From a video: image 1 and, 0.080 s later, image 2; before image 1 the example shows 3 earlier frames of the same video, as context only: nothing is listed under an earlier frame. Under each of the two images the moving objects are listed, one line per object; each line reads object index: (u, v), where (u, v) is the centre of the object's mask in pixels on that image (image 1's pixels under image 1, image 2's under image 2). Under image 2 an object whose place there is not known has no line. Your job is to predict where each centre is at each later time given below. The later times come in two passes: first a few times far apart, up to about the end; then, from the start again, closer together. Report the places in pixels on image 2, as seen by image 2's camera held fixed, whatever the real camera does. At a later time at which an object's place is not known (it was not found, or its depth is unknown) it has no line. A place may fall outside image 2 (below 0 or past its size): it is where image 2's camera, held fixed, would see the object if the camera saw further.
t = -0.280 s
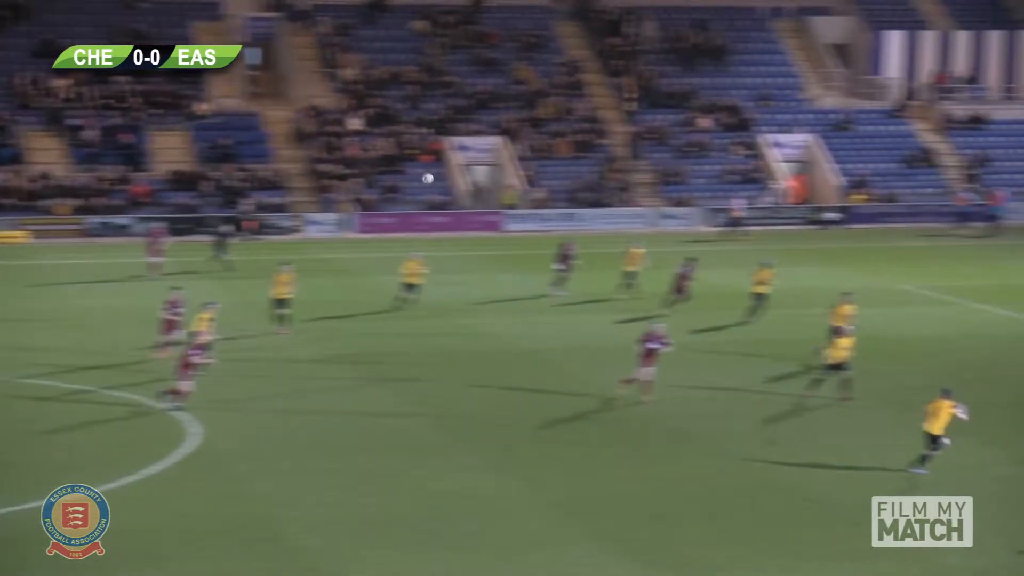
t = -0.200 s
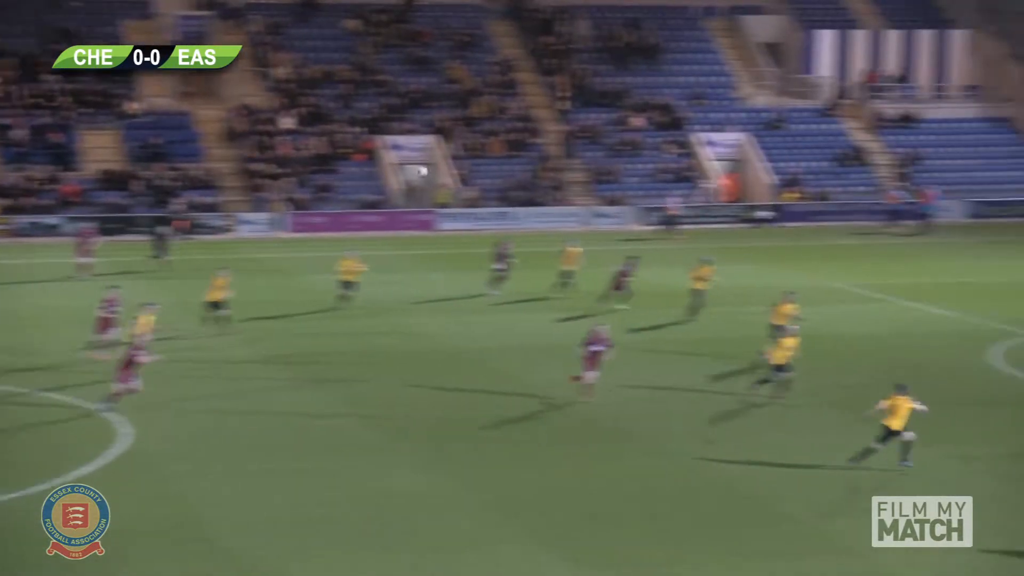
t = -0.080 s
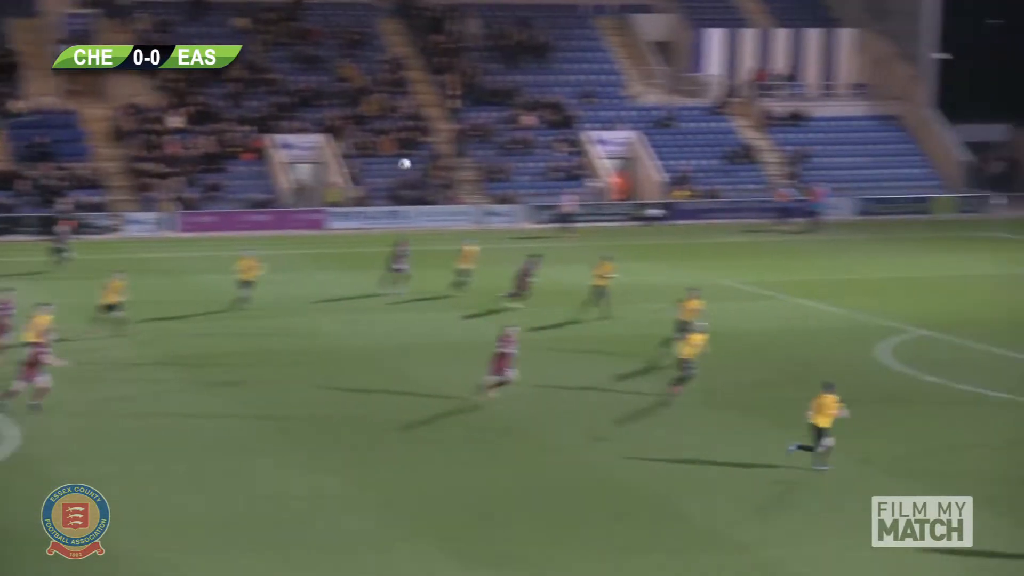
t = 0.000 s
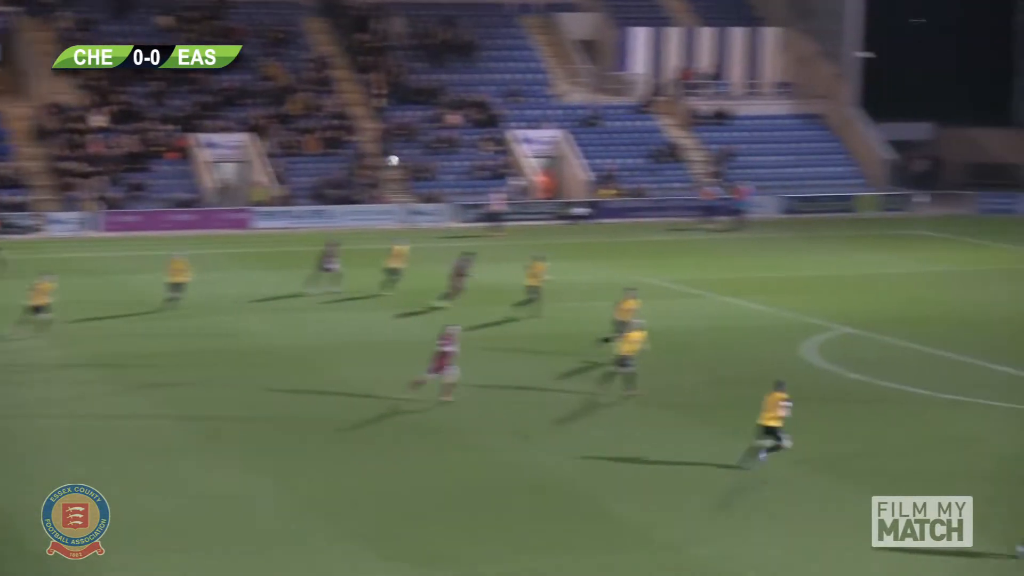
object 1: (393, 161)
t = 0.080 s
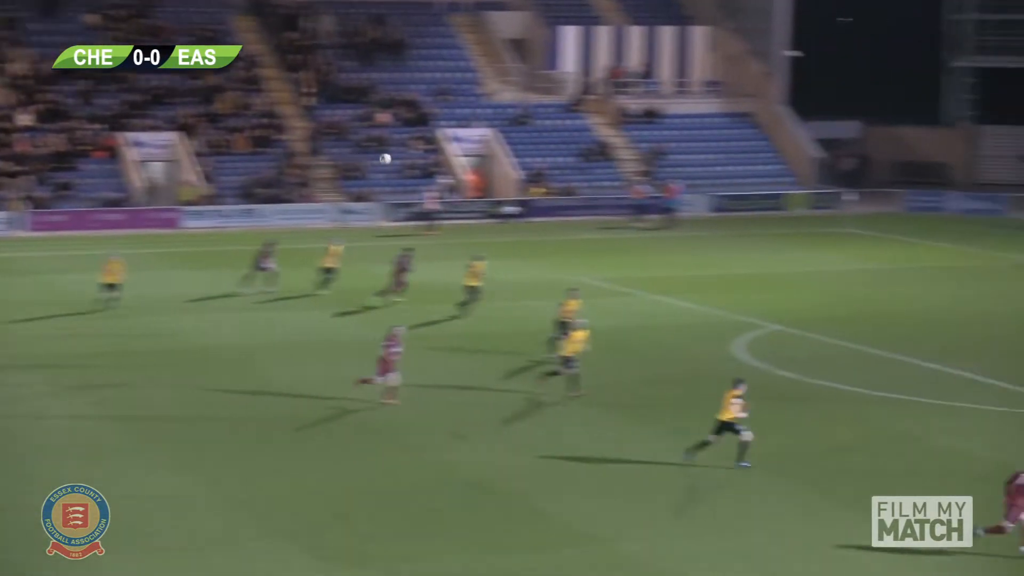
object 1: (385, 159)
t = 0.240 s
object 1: (513, 163)
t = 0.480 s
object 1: (706, 185)
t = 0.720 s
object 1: (904, 227)
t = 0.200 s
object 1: (480, 162)
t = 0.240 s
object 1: (513, 163)
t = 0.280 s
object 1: (543, 166)
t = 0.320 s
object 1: (575, 169)
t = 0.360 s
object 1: (608, 172)
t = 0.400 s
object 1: (641, 176)
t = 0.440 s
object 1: (672, 179)
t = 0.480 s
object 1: (706, 185)
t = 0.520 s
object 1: (738, 191)
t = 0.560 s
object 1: (770, 197)
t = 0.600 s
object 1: (804, 204)
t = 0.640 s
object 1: (837, 211)
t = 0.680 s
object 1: (869, 218)
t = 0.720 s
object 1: (904, 227)
